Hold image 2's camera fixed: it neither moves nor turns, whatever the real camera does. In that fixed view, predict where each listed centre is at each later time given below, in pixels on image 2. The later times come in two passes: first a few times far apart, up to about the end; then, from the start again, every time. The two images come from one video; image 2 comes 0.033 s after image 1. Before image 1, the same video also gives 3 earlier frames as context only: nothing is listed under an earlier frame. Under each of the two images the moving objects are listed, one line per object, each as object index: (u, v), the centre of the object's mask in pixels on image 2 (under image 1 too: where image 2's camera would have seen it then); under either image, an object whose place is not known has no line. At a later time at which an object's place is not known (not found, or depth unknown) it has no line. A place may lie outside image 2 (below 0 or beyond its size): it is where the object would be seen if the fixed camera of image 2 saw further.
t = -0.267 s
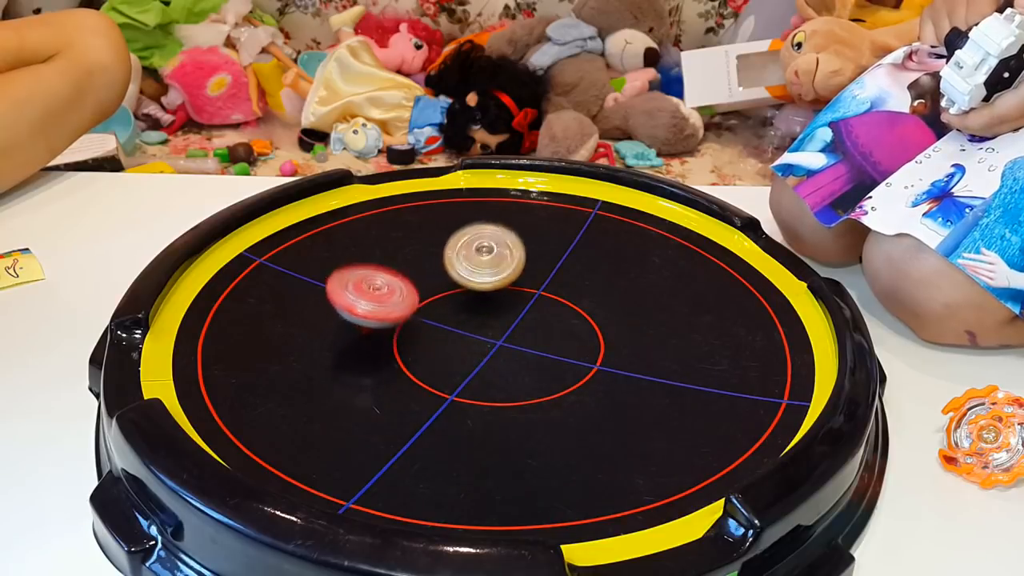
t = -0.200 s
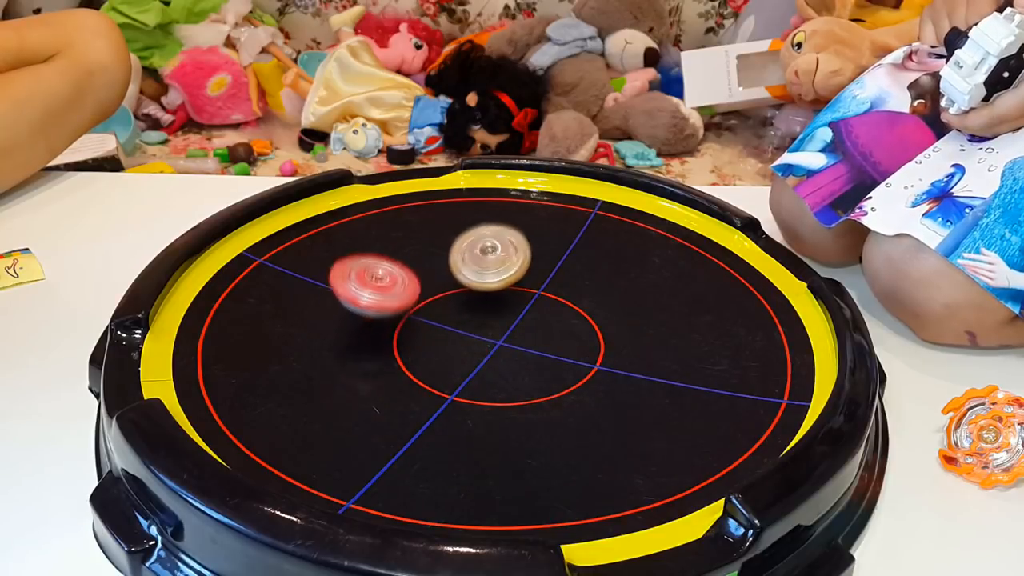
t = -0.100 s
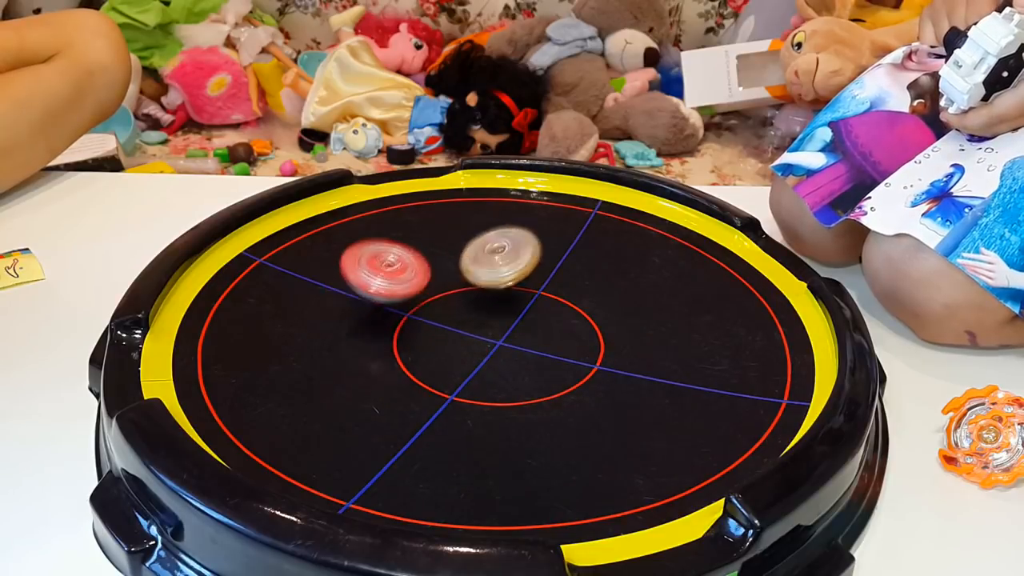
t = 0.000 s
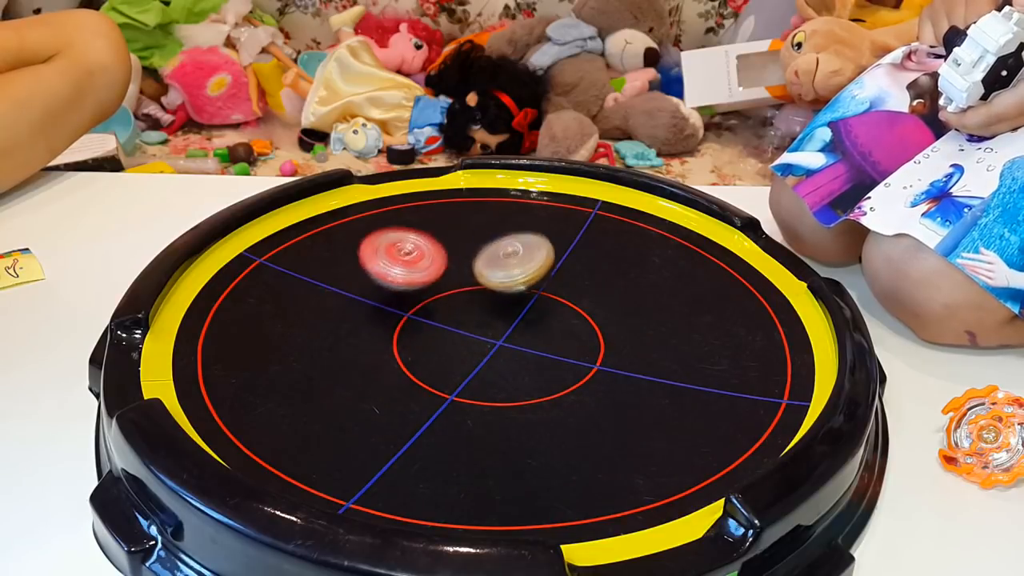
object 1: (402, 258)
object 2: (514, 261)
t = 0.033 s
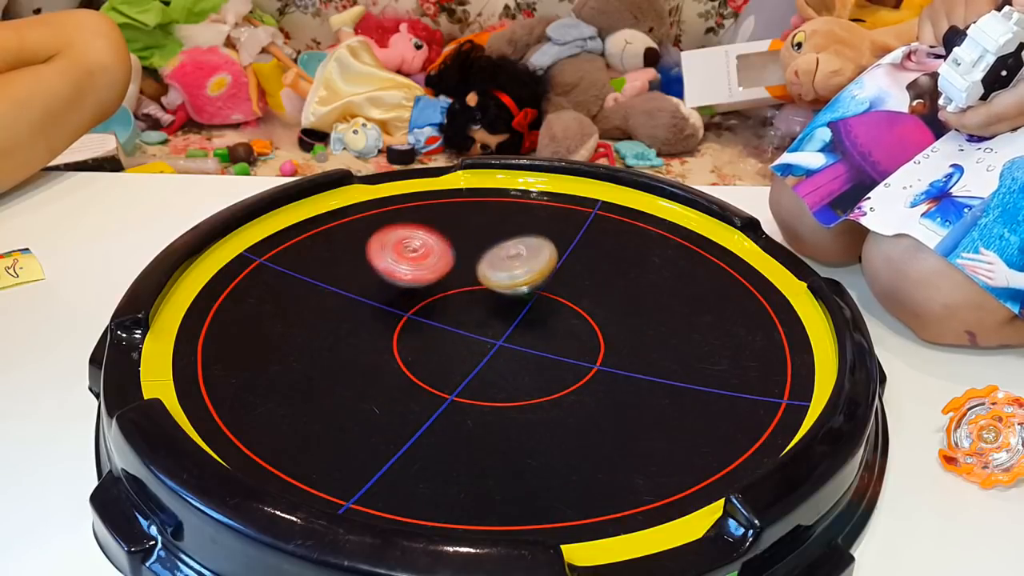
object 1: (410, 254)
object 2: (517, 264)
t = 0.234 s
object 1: (463, 243)
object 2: (527, 284)
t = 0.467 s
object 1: (531, 250)
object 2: (504, 302)
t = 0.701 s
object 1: (586, 275)
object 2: (476, 301)
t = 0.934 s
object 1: (609, 313)
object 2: (464, 288)
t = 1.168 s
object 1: (583, 351)
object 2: (493, 274)
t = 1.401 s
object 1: (518, 370)
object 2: (536, 271)
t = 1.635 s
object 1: (442, 358)
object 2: (570, 281)
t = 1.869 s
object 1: (397, 324)
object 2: (588, 300)
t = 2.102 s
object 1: (398, 287)
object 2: (574, 324)
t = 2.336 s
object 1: (442, 260)
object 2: (531, 343)
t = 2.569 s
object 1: (505, 253)
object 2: (482, 347)
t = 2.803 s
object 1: (568, 267)
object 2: (438, 332)
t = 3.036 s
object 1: (606, 298)
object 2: (417, 311)
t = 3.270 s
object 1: (602, 337)
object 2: (421, 289)
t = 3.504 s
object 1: (552, 364)
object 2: (450, 278)
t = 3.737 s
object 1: (477, 366)
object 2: (500, 279)
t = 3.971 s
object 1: (417, 341)
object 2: (547, 289)
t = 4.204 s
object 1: (397, 304)
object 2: (571, 307)
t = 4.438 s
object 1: (419, 272)
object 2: (567, 329)
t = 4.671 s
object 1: (468, 254)
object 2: (541, 342)
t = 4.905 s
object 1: (528, 256)
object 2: (494, 340)
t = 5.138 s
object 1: (578, 274)
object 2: (454, 329)
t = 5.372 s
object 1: (603, 306)
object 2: (427, 309)
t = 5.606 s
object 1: (589, 338)
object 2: (424, 291)
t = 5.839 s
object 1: (542, 361)
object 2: (437, 282)
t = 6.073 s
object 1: (480, 363)
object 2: (461, 284)
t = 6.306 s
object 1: (425, 348)
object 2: (508, 299)
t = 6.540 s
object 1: (396, 321)
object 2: (545, 316)
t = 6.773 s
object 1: (396, 294)
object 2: (561, 329)
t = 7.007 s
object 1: (416, 271)
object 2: (548, 342)
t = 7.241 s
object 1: (456, 268)
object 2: (532, 341)
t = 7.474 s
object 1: (512, 270)
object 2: (502, 333)
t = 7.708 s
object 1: (557, 255)
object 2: (461, 349)
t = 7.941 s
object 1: (578, 272)
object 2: (451, 331)
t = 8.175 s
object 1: (554, 290)
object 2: (480, 325)
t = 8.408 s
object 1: (516, 281)
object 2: (489, 336)
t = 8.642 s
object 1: (514, 259)
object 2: (471, 329)
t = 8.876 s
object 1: (544, 249)
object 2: (485, 316)
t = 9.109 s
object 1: (571, 265)
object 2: (507, 322)
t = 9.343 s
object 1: (556, 285)
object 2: (494, 338)
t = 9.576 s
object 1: (515, 288)
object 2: (459, 335)
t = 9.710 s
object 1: (499, 279)
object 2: (448, 325)
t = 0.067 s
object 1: (417, 251)
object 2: (520, 267)
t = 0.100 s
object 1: (425, 249)
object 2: (522, 270)
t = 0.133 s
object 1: (434, 247)
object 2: (524, 274)
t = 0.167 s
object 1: (443, 245)
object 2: (526, 277)
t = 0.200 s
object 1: (453, 244)
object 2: (527, 280)
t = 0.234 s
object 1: (463, 243)
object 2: (527, 284)
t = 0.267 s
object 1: (472, 243)
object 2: (526, 287)
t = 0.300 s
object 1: (483, 243)
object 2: (524, 290)
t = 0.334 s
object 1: (492, 243)
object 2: (521, 293)
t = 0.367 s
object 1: (502, 244)
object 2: (518, 296)
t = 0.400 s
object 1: (512, 245)
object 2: (514, 298)
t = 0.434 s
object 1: (521, 247)
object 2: (509, 300)
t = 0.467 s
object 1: (531, 250)
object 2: (504, 302)
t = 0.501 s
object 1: (539, 252)
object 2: (500, 302)
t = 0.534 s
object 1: (548, 255)
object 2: (496, 303)
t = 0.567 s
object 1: (558, 259)
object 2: (492, 303)
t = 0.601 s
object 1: (566, 262)
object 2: (488, 303)
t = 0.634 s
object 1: (573, 267)
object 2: (484, 303)
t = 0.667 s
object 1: (580, 270)
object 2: (480, 302)
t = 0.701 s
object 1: (586, 275)
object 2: (476, 301)
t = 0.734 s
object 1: (592, 280)
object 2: (472, 300)
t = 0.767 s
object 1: (597, 285)
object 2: (468, 298)
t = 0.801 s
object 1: (601, 290)
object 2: (464, 296)
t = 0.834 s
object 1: (604, 295)
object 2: (463, 295)
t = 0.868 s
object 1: (606, 301)
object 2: (463, 293)
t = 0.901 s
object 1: (608, 307)
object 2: (463, 290)
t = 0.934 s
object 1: (609, 313)
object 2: (464, 288)
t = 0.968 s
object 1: (608, 319)
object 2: (466, 286)
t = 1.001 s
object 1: (606, 325)
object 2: (469, 284)
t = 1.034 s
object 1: (603, 330)
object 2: (472, 282)
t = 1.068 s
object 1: (599, 336)
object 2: (477, 279)
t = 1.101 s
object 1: (595, 341)
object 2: (482, 278)
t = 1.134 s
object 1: (589, 347)
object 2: (488, 276)
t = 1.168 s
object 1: (583, 351)
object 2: (493, 274)
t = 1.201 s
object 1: (575, 355)
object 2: (499, 273)
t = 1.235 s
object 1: (567, 359)
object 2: (506, 272)
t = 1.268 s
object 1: (559, 363)
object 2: (512, 271)
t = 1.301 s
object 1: (549, 366)
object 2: (518, 271)
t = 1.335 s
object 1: (540, 367)
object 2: (525, 271)
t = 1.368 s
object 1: (529, 369)
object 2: (530, 270)
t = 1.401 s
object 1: (518, 370)
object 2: (536, 271)
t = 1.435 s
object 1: (507, 370)
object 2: (540, 271)
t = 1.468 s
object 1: (495, 370)
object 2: (546, 272)
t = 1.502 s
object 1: (484, 368)
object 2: (551, 273)
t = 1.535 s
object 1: (472, 367)
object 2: (555, 275)
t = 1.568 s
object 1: (462, 364)
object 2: (560, 276)
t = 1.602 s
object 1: (451, 361)
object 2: (566, 278)
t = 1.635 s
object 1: (442, 358)
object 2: (570, 281)
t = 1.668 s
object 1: (432, 354)
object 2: (573, 283)
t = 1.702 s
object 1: (424, 350)
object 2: (577, 286)
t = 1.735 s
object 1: (417, 345)
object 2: (581, 288)
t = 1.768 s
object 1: (410, 340)
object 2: (584, 291)
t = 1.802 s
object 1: (404, 335)
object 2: (586, 294)
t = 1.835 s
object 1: (400, 330)
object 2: (587, 297)
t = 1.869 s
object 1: (397, 324)
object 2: (588, 300)
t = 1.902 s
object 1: (393, 318)
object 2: (587, 303)
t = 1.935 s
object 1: (392, 312)
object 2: (587, 307)
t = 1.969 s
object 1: (391, 307)
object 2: (585, 311)
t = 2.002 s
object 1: (392, 301)
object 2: (583, 314)
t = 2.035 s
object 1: (393, 296)
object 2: (580, 318)
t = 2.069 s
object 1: (395, 291)
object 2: (577, 321)
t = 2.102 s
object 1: (398, 287)
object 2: (574, 324)
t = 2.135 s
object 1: (403, 281)
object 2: (569, 327)
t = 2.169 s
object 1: (407, 277)
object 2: (564, 331)
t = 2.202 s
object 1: (413, 273)
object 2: (558, 334)
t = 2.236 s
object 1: (419, 269)
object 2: (551, 336)
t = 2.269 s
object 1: (426, 266)
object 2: (545, 339)
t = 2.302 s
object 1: (434, 263)
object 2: (539, 341)
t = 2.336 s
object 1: (442, 260)
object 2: (531, 343)
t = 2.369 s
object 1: (450, 257)
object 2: (523, 345)
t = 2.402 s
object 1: (460, 256)
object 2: (517, 346)
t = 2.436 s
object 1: (468, 254)
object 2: (509, 347)
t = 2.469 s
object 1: (477, 253)
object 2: (502, 348)
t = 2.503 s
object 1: (486, 253)
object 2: (495, 348)
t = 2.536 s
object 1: (496, 253)
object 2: (488, 348)
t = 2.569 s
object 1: (505, 253)
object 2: (482, 347)
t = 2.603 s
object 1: (514, 254)
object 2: (475, 346)
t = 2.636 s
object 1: (523, 255)
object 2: (468, 345)
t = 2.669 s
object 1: (534, 257)
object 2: (462, 343)
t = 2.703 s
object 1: (542, 259)
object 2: (456, 340)
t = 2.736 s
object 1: (551, 261)
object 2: (449, 338)
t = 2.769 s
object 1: (559, 264)
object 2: (444, 335)
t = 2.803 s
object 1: (568, 267)
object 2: (438, 332)
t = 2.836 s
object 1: (575, 270)
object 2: (432, 329)
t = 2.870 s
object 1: (582, 274)
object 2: (427, 327)
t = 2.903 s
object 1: (588, 278)
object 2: (424, 324)
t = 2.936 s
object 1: (595, 283)
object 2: (421, 321)
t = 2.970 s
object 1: (599, 288)
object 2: (419, 318)
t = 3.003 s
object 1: (603, 292)
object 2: (418, 314)
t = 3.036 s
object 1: (606, 298)
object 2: (417, 311)
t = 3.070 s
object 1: (609, 304)
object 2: (416, 307)
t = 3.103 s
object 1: (611, 309)
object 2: (415, 304)
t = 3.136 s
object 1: (610, 315)
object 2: (416, 300)
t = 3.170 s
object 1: (611, 321)
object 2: (416, 297)
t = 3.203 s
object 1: (609, 327)
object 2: (417, 294)
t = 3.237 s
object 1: (607, 332)
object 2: (419, 292)
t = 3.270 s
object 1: (602, 337)
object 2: (421, 289)
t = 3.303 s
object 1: (598, 342)
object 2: (423, 287)
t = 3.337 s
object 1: (592, 348)
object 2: (426, 285)
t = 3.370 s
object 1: (586, 351)
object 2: (429, 283)
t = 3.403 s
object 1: (578, 355)
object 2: (434, 282)
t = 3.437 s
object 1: (571, 359)
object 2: (440, 280)
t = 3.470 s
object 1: (562, 362)
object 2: (444, 279)
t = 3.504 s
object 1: (552, 364)
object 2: (450, 278)
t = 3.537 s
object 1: (544, 367)
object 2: (456, 277)
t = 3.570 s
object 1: (532, 369)
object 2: (462, 277)
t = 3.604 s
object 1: (522, 369)
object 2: (471, 277)
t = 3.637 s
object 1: (510, 370)
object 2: (477, 277)
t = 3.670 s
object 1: (499, 369)
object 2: (484, 278)
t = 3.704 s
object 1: (488, 368)
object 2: (493, 279)
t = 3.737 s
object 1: (477, 366)
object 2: (500, 279)
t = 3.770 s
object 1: (468, 364)
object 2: (509, 281)
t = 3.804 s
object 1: (456, 361)
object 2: (516, 282)
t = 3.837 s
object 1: (448, 357)
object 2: (523, 283)
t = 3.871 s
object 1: (439, 355)
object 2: (530, 284)
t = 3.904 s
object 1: (431, 350)
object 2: (535, 285)
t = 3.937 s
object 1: (425, 345)
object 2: (541, 287)
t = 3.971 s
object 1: (417, 341)
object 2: (547, 289)
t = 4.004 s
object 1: (411, 336)
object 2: (551, 291)
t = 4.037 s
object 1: (406, 331)
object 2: (557, 294)
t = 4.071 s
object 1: (402, 326)
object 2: (560, 296)
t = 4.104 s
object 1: (400, 320)
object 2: (564, 299)
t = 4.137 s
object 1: (398, 315)
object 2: (566, 301)
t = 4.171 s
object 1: (396, 309)
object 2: (568, 303)
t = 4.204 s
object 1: (397, 304)
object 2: (571, 307)
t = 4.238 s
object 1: (398, 299)
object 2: (572, 309)
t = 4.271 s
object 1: (399, 294)
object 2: (573, 313)
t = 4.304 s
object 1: (402, 289)
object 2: (573, 316)
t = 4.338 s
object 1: (405, 284)
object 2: (572, 319)
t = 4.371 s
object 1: (408, 280)
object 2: (571, 322)
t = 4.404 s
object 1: (413, 276)
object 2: (569, 326)
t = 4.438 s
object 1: (419, 272)
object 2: (567, 329)
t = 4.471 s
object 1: (424, 268)
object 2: (565, 331)
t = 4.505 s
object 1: (430, 266)
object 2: (562, 334)
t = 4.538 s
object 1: (437, 262)
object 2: (559, 336)
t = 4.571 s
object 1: (444, 260)
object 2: (554, 338)
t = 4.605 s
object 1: (452, 258)
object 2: (550, 340)
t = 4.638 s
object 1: (461, 256)
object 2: (546, 341)
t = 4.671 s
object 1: (468, 254)
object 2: (541, 342)
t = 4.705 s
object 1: (477, 254)
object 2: (536, 342)
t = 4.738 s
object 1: (486, 253)
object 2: (530, 342)
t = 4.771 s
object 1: (494, 253)
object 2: (524, 342)
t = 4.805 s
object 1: (502, 253)
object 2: (517, 342)
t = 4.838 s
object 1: (511, 254)
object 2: (509, 342)
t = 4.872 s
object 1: (519, 255)
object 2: (501, 341)
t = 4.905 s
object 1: (528, 256)
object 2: (494, 340)
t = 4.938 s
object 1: (537, 257)
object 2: (486, 339)
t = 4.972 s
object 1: (544, 260)
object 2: (479, 338)
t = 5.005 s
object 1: (552, 262)
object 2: (472, 336)
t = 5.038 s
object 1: (560, 264)
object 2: (467, 335)
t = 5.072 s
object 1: (567, 268)
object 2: (463, 333)
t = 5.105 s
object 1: (573, 271)
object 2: (458, 331)
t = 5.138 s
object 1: (578, 274)
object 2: (454, 329)
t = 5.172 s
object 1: (584, 279)
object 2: (449, 327)
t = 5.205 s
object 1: (588, 283)
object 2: (445, 324)
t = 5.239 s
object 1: (592, 287)
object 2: (440, 321)
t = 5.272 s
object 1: (597, 292)
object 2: (436, 317)
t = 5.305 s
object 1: (599, 296)
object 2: (433, 314)
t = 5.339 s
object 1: (600, 301)
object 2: (431, 312)
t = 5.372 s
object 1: (603, 306)
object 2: (427, 309)
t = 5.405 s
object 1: (603, 311)
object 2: (426, 306)
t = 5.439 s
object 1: (601, 316)
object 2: (424, 304)
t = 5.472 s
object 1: (601, 320)
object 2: (424, 301)
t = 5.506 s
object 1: (599, 325)
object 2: (423, 298)
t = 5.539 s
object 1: (597, 330)
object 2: (423, 296)
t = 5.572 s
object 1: (593, 334)
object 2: (423, 293)
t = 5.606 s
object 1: (589, 338)
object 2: (424, 291)
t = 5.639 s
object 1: (583, 343)
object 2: (424, 289)
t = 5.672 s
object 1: (578, 347)
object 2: (425, 287)
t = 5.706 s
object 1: (571, 350)
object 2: (425, 285)
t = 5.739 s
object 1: (564, 354)
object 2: (426, 284)
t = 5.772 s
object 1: (557, 357)
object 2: (429, 284)
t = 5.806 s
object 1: (550, 358)
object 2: (433, 282)
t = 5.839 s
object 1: (542, 361)
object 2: (437, 282)
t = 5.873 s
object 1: (533, 363)
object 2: (440, 281)
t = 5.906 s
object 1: (525, 363)
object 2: (443, 281)
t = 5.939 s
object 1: (517, 364)
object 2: (445, 281)
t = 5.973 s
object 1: (507, 365)
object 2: (450, 282)
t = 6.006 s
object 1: (498, 365)
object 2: (452, 282)
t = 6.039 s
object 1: (489, 364)
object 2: (458, 284)
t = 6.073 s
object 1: (480, 363)
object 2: (461, 284)
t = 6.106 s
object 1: (470, 362)
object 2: (468, 286)
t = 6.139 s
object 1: (462, 360)
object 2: (474, 288)
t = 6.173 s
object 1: (453, 359)
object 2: (481, 290)
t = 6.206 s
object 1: (445, 357)
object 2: (487, 292)
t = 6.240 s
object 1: (439, 354)
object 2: (495, 295)
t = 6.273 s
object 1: (431, 351)
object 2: (501, 296)
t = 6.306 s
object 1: (425, 348)
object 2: (508, 299)
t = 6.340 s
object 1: (419, 344)
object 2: (513, 300)
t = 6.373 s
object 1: (413, 341)
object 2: (520, 303)
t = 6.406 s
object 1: (410, 337)
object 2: (525, 305)
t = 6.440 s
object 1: (406, 333)
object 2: (531, 308)
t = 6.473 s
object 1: (402, 330)
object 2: (536, 310)
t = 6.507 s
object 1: (400, 326)
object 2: (542, 313)
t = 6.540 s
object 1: (396, 321)
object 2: (545, 316)
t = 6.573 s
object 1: (395, 317)
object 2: (551, 318)
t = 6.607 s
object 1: (393, 313)
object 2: (555, 319)
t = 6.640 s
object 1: (392, 309)
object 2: (558, 321)
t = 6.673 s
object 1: (393, 305)
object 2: (560, 323)
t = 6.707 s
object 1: (393, 301)
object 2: (560, 325)
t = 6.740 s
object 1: (394, 297)
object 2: (561, 327)
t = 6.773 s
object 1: (396, 294)
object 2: (561, 329)
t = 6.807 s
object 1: (397, 290)
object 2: (560, 330)
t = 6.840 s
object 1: (400, 286)
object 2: (559, 333)
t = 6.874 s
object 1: (401, 283)
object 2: (557, 335)
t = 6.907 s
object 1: (404, 280)
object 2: (556, 338)
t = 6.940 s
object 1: (409, 277)
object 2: (553, 339)
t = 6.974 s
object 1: (411, 274)
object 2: (551, 341)
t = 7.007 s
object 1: (416, 271)
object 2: (548, 342)
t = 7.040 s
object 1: (422, 269)
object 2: (546, 343)
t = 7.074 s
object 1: (427, 268)
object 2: (544, 343)
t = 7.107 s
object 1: (432, 268)
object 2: (542, 343)
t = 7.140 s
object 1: (436, 268)
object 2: (539, 343)
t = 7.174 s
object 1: (443, 268)
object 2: (537, 343)
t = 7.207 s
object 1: (450, 268)
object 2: (534, 341)
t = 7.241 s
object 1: (456, 268)
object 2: (532, 341)
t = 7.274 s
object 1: (464, 269)
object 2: (528, 338)
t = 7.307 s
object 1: (471, 270)
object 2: (526, 337)
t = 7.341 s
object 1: (479, 272)
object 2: (522, 334)
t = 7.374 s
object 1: (487, 273)
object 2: (518, 331)
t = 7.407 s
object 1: (493, 273)
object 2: (515, 329)
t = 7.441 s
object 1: (502, 274)
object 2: (510, 327)
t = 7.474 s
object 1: (512, 270)
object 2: (502, 333)
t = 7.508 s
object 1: (522, 262)
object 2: (495, 340)
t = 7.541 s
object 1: (531, 258)
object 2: (487, 345)
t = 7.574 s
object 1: (538, 256)
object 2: (480, 348)
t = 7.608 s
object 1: (541, 256)
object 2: (475, 349)
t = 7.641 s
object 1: (547, 254)
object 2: (469, 350)
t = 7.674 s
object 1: (551, 254)
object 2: (465, 350)
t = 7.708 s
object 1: (557, 255)
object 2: (461, 349)
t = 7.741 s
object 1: (561, 256)
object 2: (457, 348)
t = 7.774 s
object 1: (567, 258)
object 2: (454, 345)
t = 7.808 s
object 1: (570, 260)
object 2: (450, 343)
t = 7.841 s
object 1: (575, 263)
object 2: (449, 340)
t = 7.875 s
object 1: (576, 266)
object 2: (448, 337)
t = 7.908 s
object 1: (579, 269)
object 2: (450, 334)
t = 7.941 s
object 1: (578, 272)
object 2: (451, 331)
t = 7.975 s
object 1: (578, 276)
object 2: (455, 329)
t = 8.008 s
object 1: (576, 279)
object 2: (459, 327)
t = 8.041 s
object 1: (573, 282)
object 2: (463, 326)
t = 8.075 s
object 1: (569, 285)
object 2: (467, 325)
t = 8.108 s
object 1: (565, 287)
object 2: (471, 325)
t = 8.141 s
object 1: (559, 289)
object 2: (477, 326)
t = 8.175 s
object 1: (554, 290)
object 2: (480, 325)
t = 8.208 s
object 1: (549, 290)
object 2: (485, 327)
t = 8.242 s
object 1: (544, 290)
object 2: (487, 328)
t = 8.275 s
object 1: (537, 289)
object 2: (489, 329)
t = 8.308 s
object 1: (532, 287)
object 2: (488, 331)
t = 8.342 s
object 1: (525, 285)
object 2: (489, 333)
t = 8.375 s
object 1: (520, 283)
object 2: (489, 334)
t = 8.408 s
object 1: (516, 281)
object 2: (489, 336)
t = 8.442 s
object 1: (514, 278)
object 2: (488, 337)
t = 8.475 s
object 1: (511, 275)
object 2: (485, 338)
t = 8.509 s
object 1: (510, 272)
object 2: (482, 337)
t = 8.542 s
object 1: (509, 268)
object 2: (479, 335)
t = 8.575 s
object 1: (510, 265)
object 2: (476, 335)
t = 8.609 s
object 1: (511, 261)
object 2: (474, 331)
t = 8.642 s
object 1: (514, 259)
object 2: (471, 329)
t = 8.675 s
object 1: (516, 256)
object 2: (472, 327)
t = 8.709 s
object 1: (520, 254)
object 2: (472, 324)
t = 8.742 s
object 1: (524, 251)
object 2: (474, 321)
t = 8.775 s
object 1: (529, 250)
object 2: (476, 319)
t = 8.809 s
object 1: (533, 249)
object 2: (479, 317)
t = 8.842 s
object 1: (540, 249)
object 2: (483, 317)
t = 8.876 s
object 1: (544, 249)
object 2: (485, 316)
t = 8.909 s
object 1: (550, 250)
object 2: (490, 315)
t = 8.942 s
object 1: (554, 252)
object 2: (493, 315)
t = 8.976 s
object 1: (559, 254)
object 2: (497, 315)
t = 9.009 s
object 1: (563, 256)
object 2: (500, 317)
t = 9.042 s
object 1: (567, 259)
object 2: (502, 318)
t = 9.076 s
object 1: (569, 262)
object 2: (506, 320)
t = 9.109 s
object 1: (571, 265)
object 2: (507, 322)
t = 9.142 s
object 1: (571, 268)
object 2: (510, 324)
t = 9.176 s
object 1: (572, 272)
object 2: (509, 327)
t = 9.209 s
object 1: (570, 274)
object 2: (509, 330)
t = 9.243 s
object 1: (568, 278)
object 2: (506, 332)
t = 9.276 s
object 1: (564, 280)
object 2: (504, 334)
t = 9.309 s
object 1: (561, 283)
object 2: (500, 336)
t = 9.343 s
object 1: (556, 285)
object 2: (494, 338)
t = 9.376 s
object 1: (550, 287)
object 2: (490, 340)
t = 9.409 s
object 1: (544, 288)
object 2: (484, 340)
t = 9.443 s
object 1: (539, 289)
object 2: (478, 340)
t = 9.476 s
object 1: (532, 290)
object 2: (473, 339)
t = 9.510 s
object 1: (527, 290)
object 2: (468, 339)
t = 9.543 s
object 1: (520, 289)
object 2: (464, 337)
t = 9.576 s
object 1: (515, 288)
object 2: (459, 335)
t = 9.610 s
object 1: (510, 286)
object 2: (455, 333)
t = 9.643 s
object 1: (506, 284)
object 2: (452, 330)
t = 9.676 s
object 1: (502, 281)
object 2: (449, 327)
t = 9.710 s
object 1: (499, 279)
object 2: (448, 325)
